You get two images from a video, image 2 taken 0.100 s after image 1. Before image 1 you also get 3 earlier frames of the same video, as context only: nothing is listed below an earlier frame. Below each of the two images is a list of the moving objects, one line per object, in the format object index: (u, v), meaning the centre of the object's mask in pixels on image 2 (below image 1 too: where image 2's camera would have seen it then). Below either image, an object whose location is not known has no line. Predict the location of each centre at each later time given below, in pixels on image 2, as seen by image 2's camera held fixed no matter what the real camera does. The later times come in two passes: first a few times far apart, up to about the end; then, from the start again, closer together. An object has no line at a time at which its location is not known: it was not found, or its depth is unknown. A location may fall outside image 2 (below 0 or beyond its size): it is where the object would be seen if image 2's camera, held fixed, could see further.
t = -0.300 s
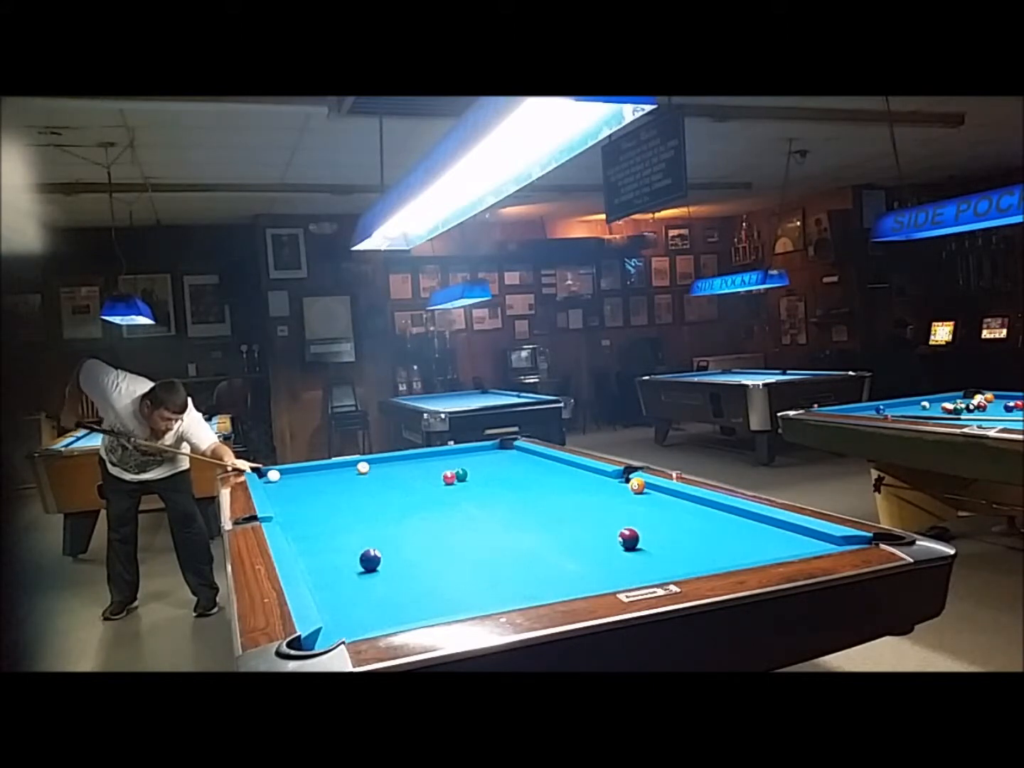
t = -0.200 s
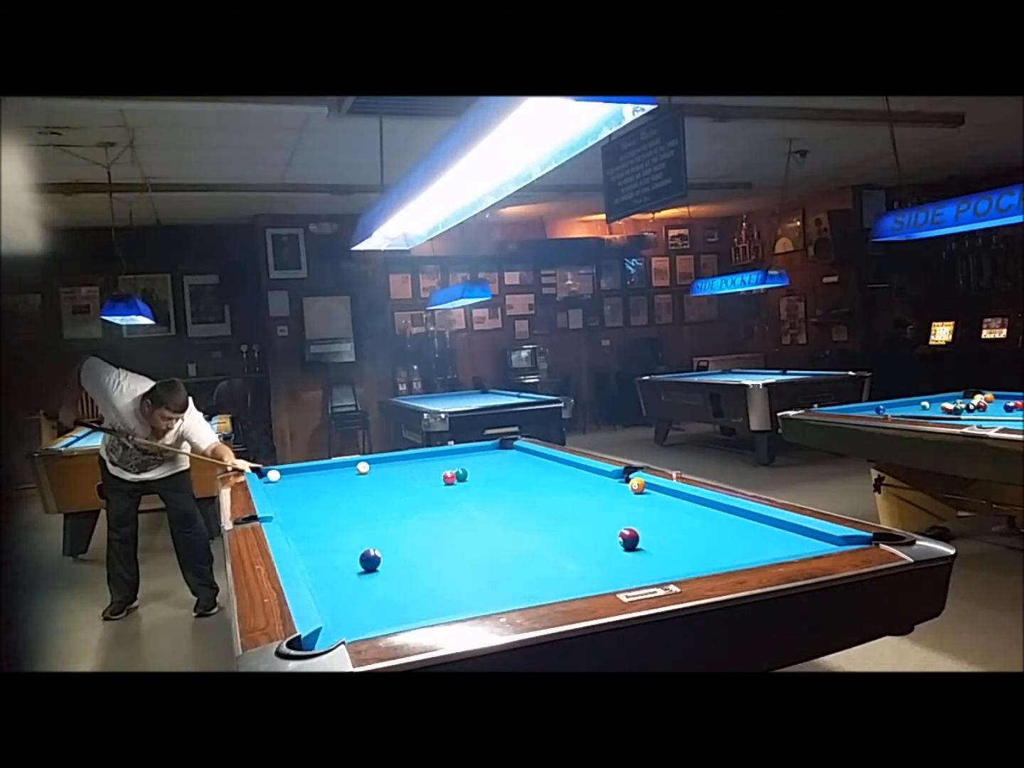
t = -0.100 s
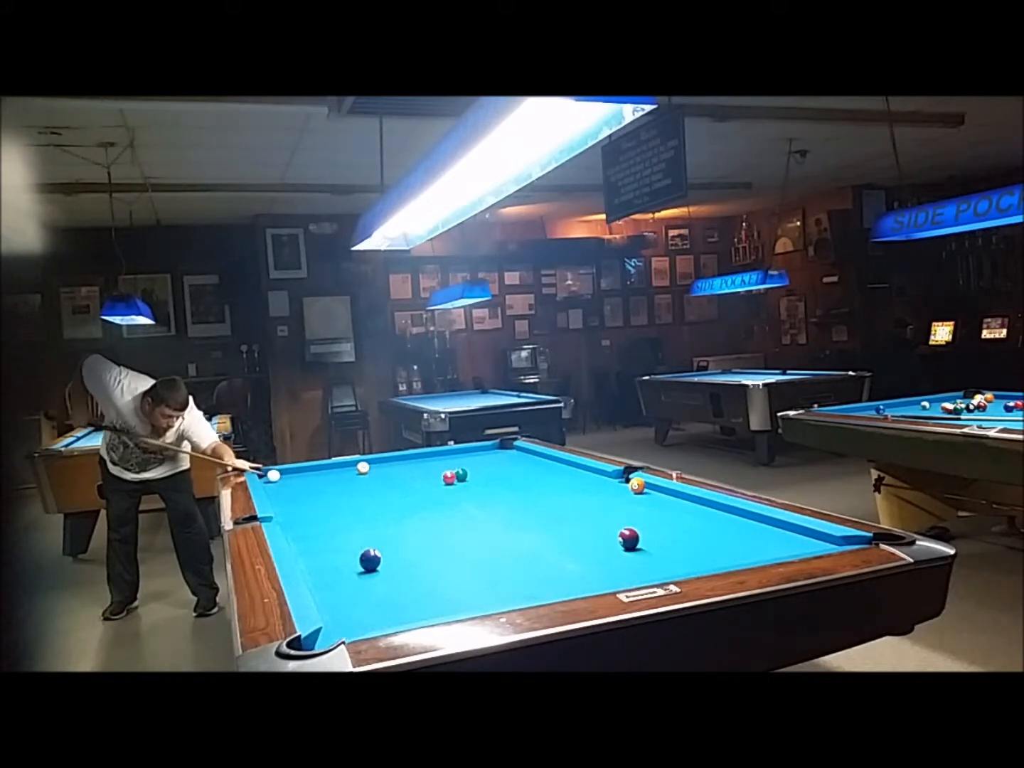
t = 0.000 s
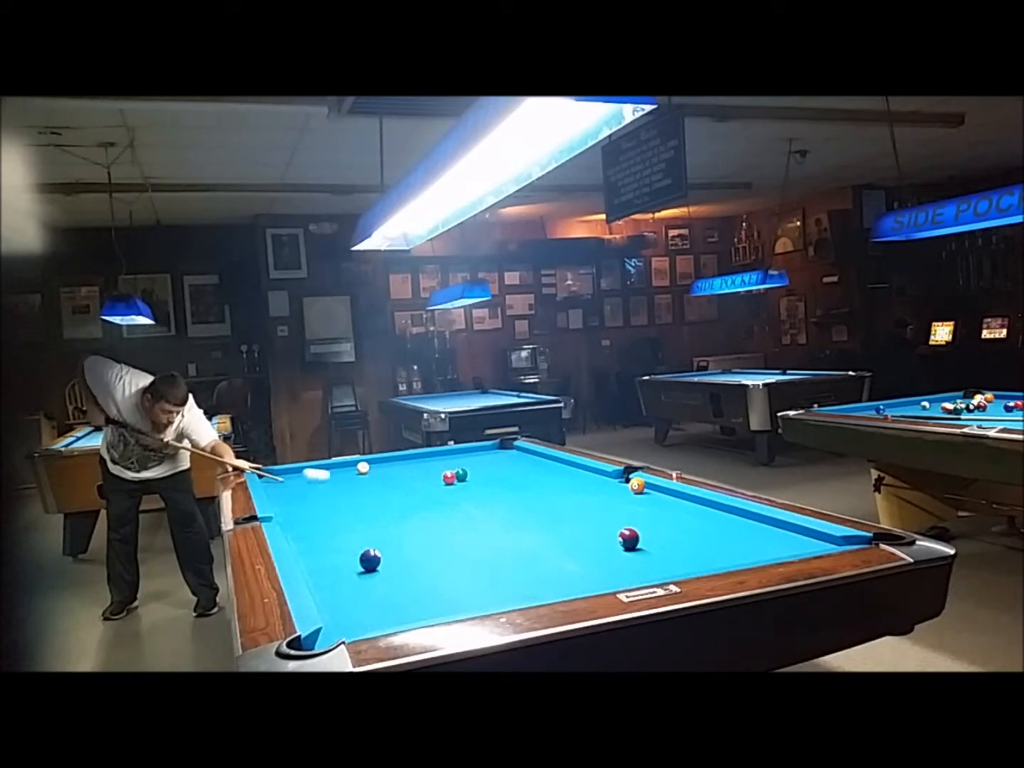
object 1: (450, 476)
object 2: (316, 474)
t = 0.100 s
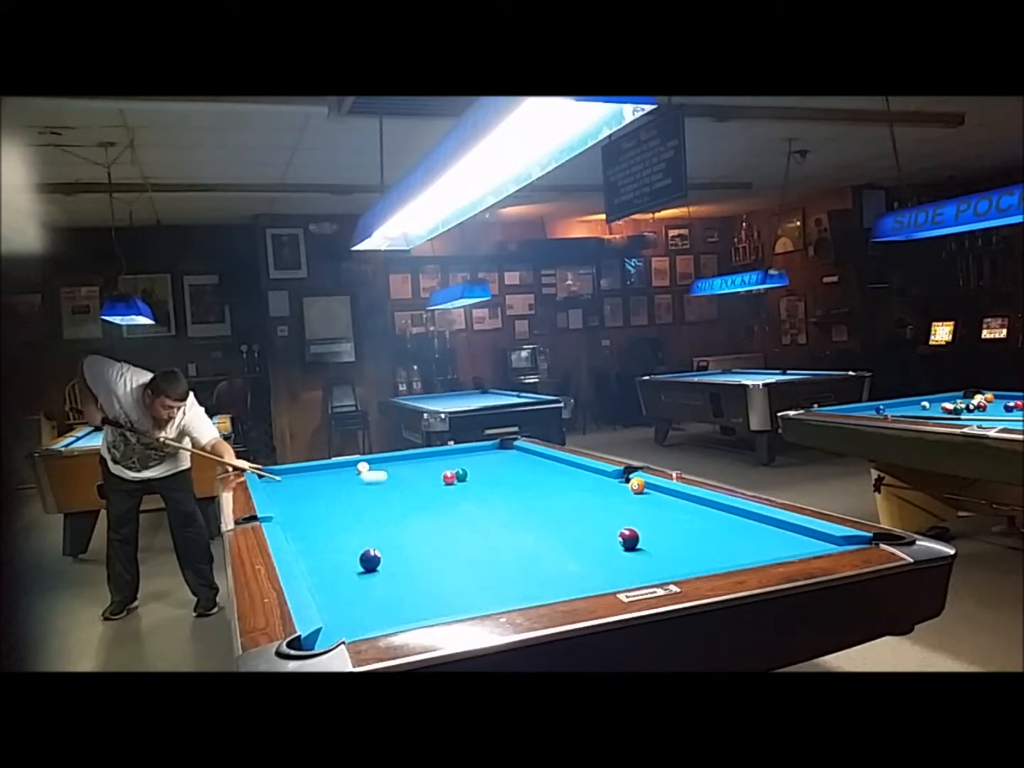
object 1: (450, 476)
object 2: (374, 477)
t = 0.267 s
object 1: (481, 474)
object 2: (435, 480)
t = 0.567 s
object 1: (578, 472)
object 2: (437, 492)
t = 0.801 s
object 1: (539, 482)
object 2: (440, 503)
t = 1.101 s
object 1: (487, 497)
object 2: (445, 518)
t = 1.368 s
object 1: (435, 511)
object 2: (449, 534)
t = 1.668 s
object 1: (367, 530)
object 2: (455, 554)
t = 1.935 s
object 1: (301, 550)
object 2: (460, 577)
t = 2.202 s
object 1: (343, 547)
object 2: (467, 600)
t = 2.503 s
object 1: (387, 545)
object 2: (447, 601)
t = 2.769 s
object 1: (423, 543)
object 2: (423, 590)
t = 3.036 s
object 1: (458, 541)
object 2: (403, 580)
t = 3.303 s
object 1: (491, 540)
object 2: (385, 572)
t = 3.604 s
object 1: (525, 538)
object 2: (367, 566)
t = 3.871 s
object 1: (554, 537)
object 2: (353, 565)
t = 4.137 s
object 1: (580, 535)
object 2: (342, 565)
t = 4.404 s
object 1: (604, 534)
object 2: (333, 565)
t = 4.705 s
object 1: (630, 527)
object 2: (325, 565)
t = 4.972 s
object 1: (650, 532)
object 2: (320, 565)
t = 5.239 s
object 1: (668, 531)
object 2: (317, 565)
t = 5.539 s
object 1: (685, 530)
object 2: (317, 565)
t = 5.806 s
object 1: (699, 530)
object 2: (317, 565)
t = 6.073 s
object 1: (710, 529)
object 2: (317, 565)
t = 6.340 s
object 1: (720, 529)
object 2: (317, 565)
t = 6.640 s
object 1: (727, 528)
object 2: (317, 565)
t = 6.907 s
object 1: (732, 528)
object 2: (317, 565)
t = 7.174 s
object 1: (734, 527)
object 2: (317, 565)
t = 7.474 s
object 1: (734, 527)
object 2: (317, 565)
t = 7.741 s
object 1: (734, 527)
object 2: (317, 565)
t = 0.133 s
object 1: (450, 476)
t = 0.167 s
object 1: (450, 476)
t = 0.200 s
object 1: (451, 476)
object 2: (429, 477)
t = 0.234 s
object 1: (460, 475)
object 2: (435, 479)
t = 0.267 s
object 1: (481, 474)
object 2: (435, 480)
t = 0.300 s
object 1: (498, 473)
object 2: (435, 482)
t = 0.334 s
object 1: (515, 472)
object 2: (435, 483)
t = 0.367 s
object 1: (531, 472)
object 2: (435, 485)
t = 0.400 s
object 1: (546, 471)
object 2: (435, 486)
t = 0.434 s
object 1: (560, 470)
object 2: (436, 487)
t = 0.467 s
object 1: (574, 469)
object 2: (436, 488)
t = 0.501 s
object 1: (586, 469)
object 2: (437, 490)
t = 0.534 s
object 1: (584, 470)
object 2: (437, 491)
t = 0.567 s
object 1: (578, 472)
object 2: (437, 492)
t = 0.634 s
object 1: (566, 474)
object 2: (438, 495)
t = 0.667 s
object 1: (561, 476)
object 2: (439, 497)
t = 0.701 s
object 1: (556, 477)
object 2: (439, 498)
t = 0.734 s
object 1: (550, 479)
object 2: (440, 500)
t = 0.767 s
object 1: (545, 480)
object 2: (440, 501)
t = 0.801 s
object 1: (539, 482)
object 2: (440, 503)
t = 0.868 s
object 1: (528, 485)
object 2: (441, 506)
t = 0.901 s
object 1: (522, 487)
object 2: (442, 508)
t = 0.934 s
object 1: (517, 488)
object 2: (443, 509)
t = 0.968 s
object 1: (511, 490)
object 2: (443, 511)
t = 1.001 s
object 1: (505, 491)
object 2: (443, 513)
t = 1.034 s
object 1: (499, 493)
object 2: (444, 514)
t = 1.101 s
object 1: (487, 497)
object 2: (445, 518)
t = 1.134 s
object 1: (481, 498)
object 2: (445, 520)
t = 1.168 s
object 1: (474, 500)
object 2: (446, 522)
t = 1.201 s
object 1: (467, 501)
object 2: (446, 524)
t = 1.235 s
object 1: (462, 503)
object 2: (446, 526)
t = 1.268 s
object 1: (455, 505)
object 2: (447, 528)
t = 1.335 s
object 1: (442, 509)
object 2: (448, 532)
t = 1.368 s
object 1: (435, 511)
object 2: (449, 534)
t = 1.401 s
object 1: (427, 513)
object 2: (449, 536)
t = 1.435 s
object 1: (420, 515)
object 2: (450, 538)
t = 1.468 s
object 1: (413, 517)
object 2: (451, 540)
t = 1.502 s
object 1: (406, 519)
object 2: (451, 543)
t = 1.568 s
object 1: (391, 523)
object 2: (452, 547)
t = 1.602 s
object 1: (383, 526)
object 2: (453, 550)
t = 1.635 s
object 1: (375, 528)
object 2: (454, 552)
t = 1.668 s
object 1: (367, 530)
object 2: (455, 554)
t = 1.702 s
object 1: (359, 533)
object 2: (455, 557)
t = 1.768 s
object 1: (342, 537)
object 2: (457, 562)
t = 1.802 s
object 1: (334, 540)
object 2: (457, 565)
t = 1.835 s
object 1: (326, 542)
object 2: (458, 567)
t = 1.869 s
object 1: (317, 545)
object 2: (459, 570)
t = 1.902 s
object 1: (308, 547)
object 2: (460, 574)
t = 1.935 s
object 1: (301, 550)
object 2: (460, 577)
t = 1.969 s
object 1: (307, 549)
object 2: (461, 580)
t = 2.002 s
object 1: (313, 549)
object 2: (462, 582)
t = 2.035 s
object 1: (318, 549)
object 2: (463, 586)
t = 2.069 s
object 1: (323, 549)
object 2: (464, 589)
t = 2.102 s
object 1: (328, 548)
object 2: (464, 593)
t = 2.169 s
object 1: (338, 548)
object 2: (466, 598)
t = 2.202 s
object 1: (343, 547)
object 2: (467, 600)
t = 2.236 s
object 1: (348, 547)
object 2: (468, 602)
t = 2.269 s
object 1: (353, 547)
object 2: (468, 604)
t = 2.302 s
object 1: (358, 546)
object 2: (467, 605)
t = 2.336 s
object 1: (362, 545)
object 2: (464, 604)
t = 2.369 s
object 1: (367, 543)
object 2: (460, 603)
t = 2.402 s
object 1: (373, 543)
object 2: (457, 603)
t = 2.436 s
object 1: (378, 543)
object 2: (453, 603)
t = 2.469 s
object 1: (383, 544)
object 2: (450, 602)
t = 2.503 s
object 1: (387, 545)
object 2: (447, 601)
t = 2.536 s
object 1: (392, 544)
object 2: (444, 600)
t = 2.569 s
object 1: (396, 544)
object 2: (441, 598)
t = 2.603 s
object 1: (401, 544)
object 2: (438, 597)
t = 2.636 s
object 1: (405, 544)
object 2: (435, 595)
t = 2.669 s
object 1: (410, 544)
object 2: (432, 594)
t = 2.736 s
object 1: (419, 543)
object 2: (426, 591)
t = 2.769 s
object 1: (423, 543)
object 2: (423, 590)
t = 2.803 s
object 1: (428, 543)
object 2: (420, 588)
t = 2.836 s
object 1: (432, 543)
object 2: (417, 587)
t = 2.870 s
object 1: (437, 542)
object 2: (415, 586)
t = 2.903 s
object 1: (441, 542)
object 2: (412, 585)
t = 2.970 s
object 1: (450, 542)
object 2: (407, 582)
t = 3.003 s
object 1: (454, 541)
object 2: (405, 581)
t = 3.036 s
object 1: (458, 541)
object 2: (403, 580)
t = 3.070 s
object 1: (462, 541)
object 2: (400, 579)
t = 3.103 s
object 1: (466, 541)
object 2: (398, 578)
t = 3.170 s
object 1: (475, 541)
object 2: (393, 576)
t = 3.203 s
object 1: (479, 541)
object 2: (391, 575)
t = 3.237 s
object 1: (483, 540)
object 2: (389, 574)
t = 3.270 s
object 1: (487, 540)
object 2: (387, 573)
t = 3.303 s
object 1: (491, 540)
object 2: (385, 572)
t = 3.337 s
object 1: (495, 540)
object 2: (383, 571)
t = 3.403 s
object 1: (502, 539)
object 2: (379, 570)
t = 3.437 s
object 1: (507, 539)
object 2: (376, 569)
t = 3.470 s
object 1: (510, 539)
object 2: (375, 568)
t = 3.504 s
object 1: (514, 539)
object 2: (373, 567)
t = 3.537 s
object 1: (518, 539)
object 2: (371, 567)
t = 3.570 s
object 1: (522, 538)
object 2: (369, 566)
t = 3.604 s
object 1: (525, 538)
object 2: (367, 566)
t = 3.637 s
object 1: (529, 538)
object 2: (365, 566)
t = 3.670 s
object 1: (533, 538)
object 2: (363, 566)
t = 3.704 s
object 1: (536, 538)
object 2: (361, 566)
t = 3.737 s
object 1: (540, 537)
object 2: (360, 565)
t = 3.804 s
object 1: (547, 537)
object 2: (357, 565)
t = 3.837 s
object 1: (550, 537)
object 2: (355, 565)
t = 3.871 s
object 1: (554, 537)
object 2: (353, 565)
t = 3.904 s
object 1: (557, 536)
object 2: (352, 565)
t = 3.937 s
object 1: (560, 536)
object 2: (351, 565)
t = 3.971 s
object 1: (564, 536)
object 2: (349, 565)
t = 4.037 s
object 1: (570, 536)
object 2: (346, 565)
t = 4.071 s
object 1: (574, 536)
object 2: (345, 565)
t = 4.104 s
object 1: (577, 535)
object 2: (343, 565)
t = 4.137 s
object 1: (580, 535)
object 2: (342, 565)
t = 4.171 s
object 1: (583, 535)
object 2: (341, 565)
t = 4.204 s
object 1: (586, 535)
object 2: (340, 565)
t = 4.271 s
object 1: (592, 535)
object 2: (337, 565)
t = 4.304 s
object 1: (595, 535)
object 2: (336, 565)
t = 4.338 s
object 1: (598, 535)
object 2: (335, 565)
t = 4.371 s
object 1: (601, 535)
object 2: (334, 565)
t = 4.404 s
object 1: (604, 534)
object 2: (333, 565)
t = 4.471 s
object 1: (609, 534)
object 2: (331, 565)
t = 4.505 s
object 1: (612, 534)
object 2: (330, 565)
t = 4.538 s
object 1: (613, 533)
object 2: (329, 565)
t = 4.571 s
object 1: (615, 532)
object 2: (328, 565)
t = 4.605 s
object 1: (617, 531)
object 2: (327, 565)
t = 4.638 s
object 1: (621, 529)
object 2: (326, 565)
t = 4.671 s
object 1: (624, 527)
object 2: (325, 565)
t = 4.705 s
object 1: (630, 527)
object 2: (325, 565)
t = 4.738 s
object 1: (634, 529)
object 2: (324, 565)
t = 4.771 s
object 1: (637, 530)
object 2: (323, 565)
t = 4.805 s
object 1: (640, 531)
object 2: (322, 565)
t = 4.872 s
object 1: (644, 531)
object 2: (321, 565)
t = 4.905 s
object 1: (646, 532)
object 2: (321, 565)
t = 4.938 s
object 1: (648, 532)
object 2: (320, 565)
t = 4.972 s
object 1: (650, 532)
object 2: (320, 565)
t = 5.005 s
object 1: (652, 532)
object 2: (319, 565)
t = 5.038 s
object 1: (655, 531)
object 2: (319, 565)
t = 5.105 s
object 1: (659, 531)
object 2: (318, 565)
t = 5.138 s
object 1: (661, 531)
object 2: (318, 565)
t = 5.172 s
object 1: (664, 531)
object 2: (318, 565)
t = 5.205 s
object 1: (665, 531)
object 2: (318, 565)
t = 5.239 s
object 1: (668, 531)
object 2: (317, 565)
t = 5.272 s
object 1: (670, 531)
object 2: (317, 565)
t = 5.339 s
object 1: (674, 531)
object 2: (317, 565)
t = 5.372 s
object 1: (676, 530)
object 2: (317, 565)
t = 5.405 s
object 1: (678, 531)
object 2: (317, 565)
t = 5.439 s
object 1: (680, 530)
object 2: (317, 565)
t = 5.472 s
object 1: (682, 530)
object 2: (317, 565)
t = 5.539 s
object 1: (685, 530)
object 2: (317, 565)
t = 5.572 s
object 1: (687, 530)
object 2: (317, 565)
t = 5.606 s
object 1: (689, 530)
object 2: (317, 565)
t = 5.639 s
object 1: (691, 530)
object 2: (317, 565)
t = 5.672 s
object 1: (692, 530)
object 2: (317, 565)
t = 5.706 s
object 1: (694, 530)
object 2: (317, 565)
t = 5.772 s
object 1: (697, 530)
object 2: (317, 565)
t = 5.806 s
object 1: (699, 530)
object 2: (317, 565)
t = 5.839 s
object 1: (700, 530)
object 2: (317, 565)
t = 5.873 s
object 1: (702, 529)
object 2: (317, 565)
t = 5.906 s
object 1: (703, 529)
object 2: (317, 565)
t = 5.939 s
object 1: (705, 529)
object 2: (317, 565)
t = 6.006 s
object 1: (708, 529)
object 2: (317, 565)
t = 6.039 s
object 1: (709, 529)
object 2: (317, 565)
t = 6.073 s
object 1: (710, 529)
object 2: (317, 565)
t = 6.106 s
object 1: (711, 529)
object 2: (317, 565)
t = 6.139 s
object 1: (713, 529)
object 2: (317, 565)
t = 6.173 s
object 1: (714, 529)
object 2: (317, 565)
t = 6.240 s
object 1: (716, 529)
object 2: (317, 565)
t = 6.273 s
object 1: (717, 529)
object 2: (317, 565)
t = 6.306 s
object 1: (718, 529)
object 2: (317, 565)
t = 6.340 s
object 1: (720, 529)
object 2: (317, 565)
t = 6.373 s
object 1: (721, 529)
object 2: (317, 565)
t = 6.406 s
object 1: (722, 528)
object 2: (317, 565)
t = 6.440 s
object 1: (723, 528)
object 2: (317, 565)
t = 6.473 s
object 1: (723, 528)
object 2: (317, 565)
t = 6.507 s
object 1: (724, 528)
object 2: (317, 565)
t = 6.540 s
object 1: (725, 528)
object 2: (317, 565)
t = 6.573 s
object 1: (726, 528)
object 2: (317, 565)
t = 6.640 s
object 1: (727, 528)
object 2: (317, 565)
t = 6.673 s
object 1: (728, 528)
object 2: (317, 565)
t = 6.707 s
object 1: (729, 528)
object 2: (317, 565)
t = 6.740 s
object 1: (729, 528)
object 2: (317, 565)
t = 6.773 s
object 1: (730, 528)
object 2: (317, 565)
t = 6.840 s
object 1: (731, 528)
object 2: (317, 565)
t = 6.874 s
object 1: (731, 528)
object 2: (317, 565)
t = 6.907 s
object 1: (732, 528)
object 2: (317, 565)
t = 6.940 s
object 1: (732, 528)
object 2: (317, 565)
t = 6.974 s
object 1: (732, 528)
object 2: (317, 565)
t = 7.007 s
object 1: (733, 527)
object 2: (317, 565)
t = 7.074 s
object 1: (733, 527)
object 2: (317, 565)
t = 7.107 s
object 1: (733, 528)
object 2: (317, 565)
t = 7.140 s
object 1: (734, 527)
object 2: (317, 565)
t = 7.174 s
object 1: (734, 527)
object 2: (317, 565)
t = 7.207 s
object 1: (734, 527)
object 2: (317, 565)
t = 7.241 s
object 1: (734, 527)
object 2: (317, 565)
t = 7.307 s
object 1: (734, 527)
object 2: (317, 565)
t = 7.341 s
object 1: (734, 527)
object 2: (317, 565)
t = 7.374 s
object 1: (734, 527)
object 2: (317, 565)
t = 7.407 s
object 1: (734, 527)
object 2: (317, 565)
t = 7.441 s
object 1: (734, 527)
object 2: (317, 565)
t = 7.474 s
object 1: (734, 527)
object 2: (317, 565)
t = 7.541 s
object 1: (734, 527)
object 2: (317, 565)
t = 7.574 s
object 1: (734, 527)
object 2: (317, 565)
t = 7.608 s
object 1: (734, 527)
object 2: (317, 565)
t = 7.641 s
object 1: (734, 527)
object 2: (317, 565)
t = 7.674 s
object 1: (734, 527)
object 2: (317, 565)
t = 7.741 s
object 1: (734, 527)
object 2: (317, 565)
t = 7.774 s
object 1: (734, 527)
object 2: (317, 565)
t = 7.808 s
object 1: (734, 527)
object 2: (317, 565)
